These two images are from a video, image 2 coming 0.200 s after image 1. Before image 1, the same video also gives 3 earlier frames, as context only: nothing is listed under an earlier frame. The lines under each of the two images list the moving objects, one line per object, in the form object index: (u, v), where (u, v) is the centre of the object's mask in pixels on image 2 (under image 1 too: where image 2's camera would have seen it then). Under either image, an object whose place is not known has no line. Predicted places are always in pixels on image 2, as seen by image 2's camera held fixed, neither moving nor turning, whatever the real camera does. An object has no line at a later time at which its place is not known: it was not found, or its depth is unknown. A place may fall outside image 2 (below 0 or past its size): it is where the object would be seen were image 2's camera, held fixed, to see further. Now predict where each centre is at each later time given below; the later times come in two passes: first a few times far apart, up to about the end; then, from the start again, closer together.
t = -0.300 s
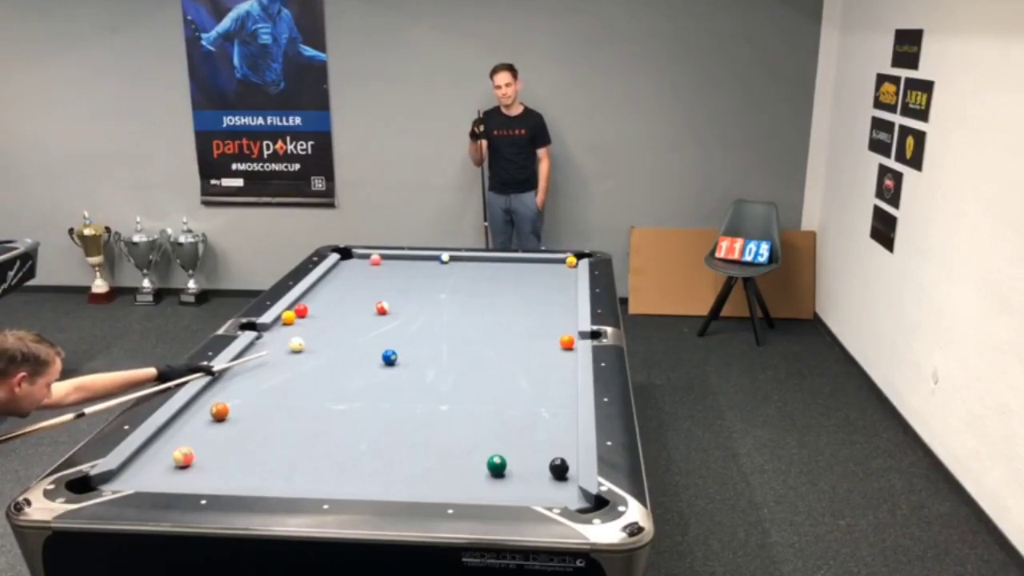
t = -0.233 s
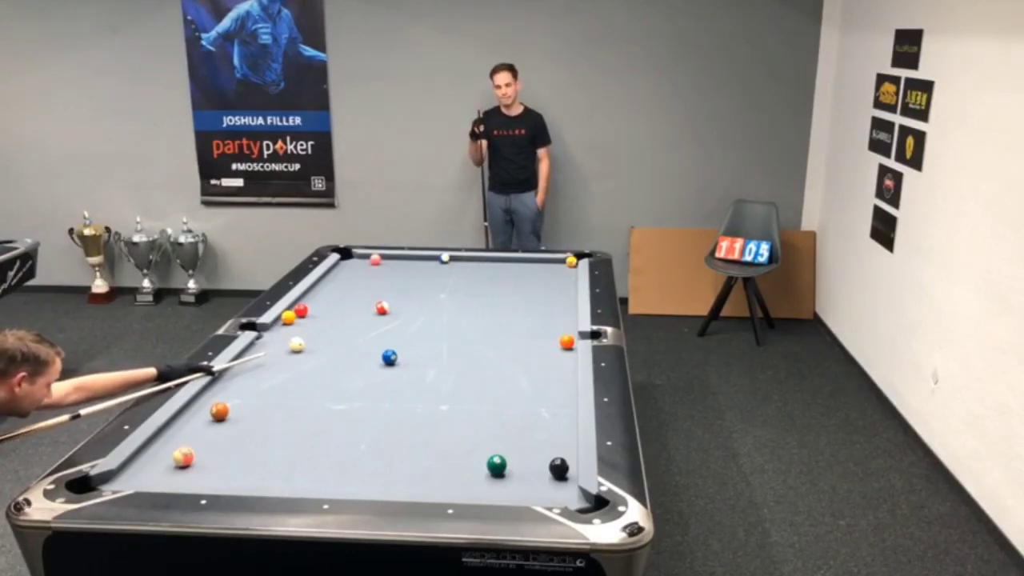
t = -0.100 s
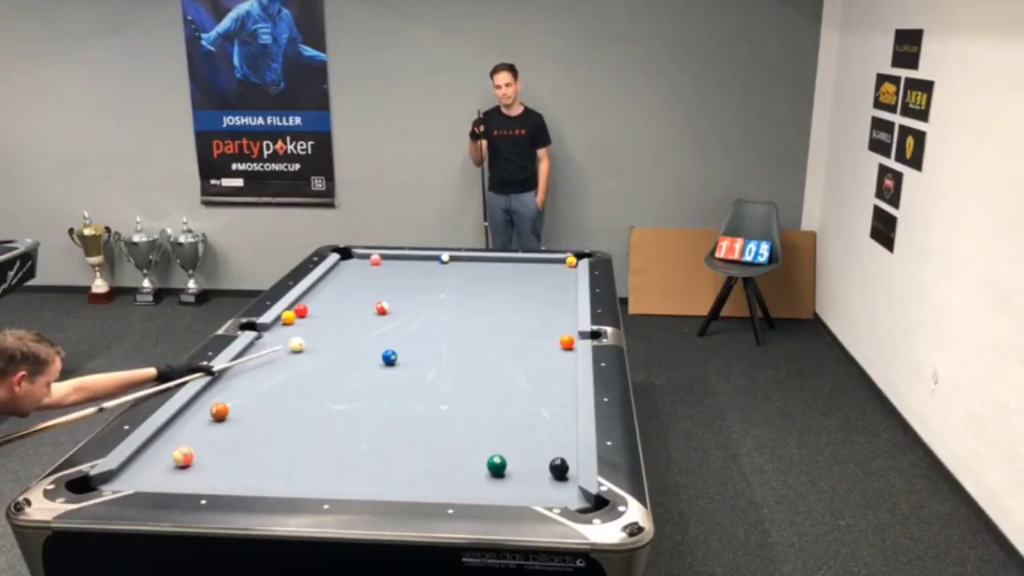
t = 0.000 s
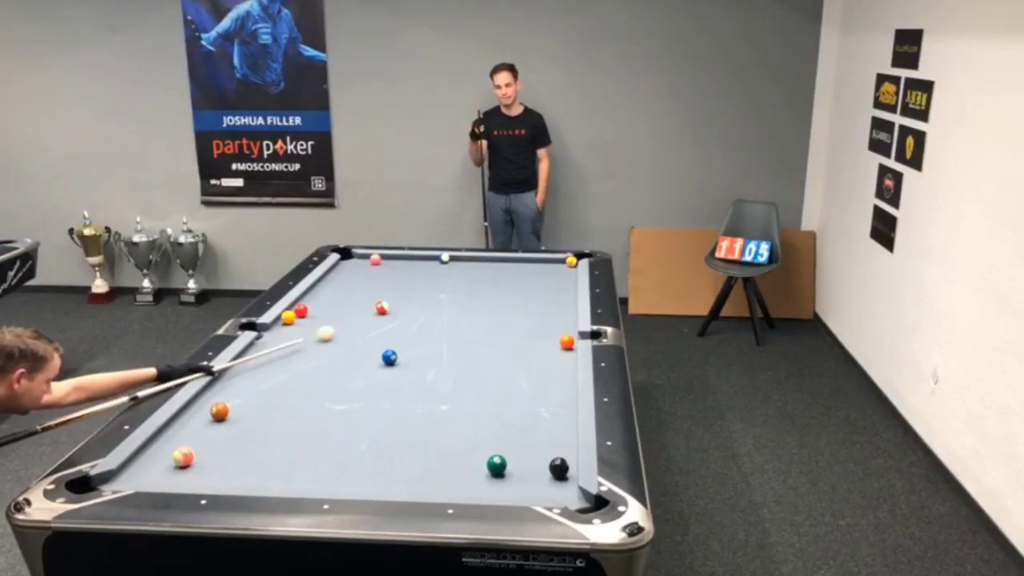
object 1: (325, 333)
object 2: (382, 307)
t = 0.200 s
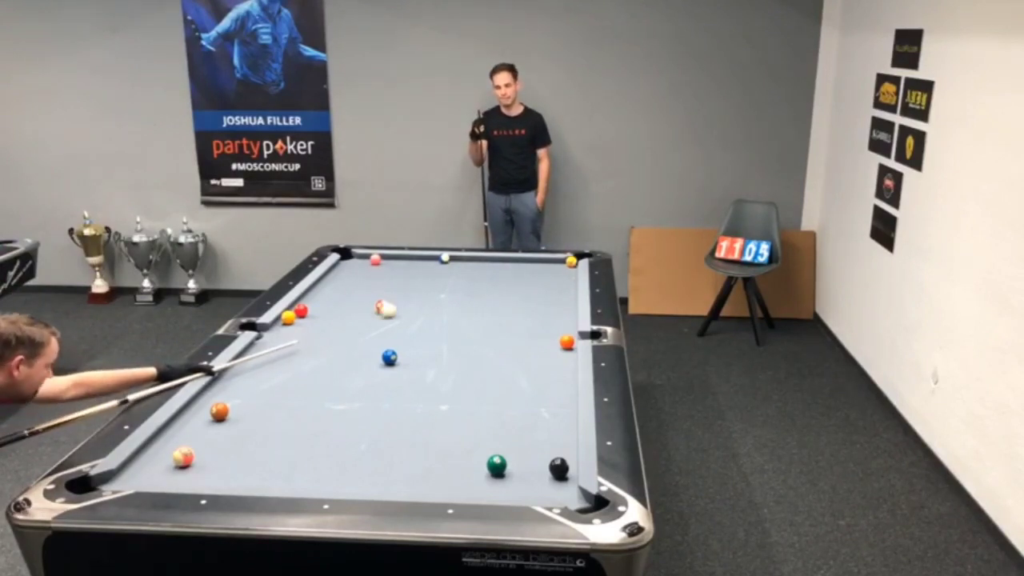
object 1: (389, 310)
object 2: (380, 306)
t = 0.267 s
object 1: (409, 308)
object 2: (380, 302)
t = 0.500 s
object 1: (476, 297)
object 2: (376, 291)
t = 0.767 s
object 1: (544, 286)
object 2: (372, 281)
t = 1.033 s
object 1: (550, 277)
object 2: (369, 271)
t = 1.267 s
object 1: (525, 271)
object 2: (365, 263)
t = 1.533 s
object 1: (498, 264)
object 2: (364, 256)
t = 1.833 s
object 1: (470, 260)
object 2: (352, 260)
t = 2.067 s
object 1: (449, 262)
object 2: (344, 264)
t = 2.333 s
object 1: (424, 265)
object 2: (336, 268)
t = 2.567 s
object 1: (403, 268)
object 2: (334, 271)
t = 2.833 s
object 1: (379, 271)
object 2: (334, 273)
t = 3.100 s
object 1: (355, 274)
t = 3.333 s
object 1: (339, 275)
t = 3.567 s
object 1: (329, 275)
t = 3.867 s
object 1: (335, 277)
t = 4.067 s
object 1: (339, 278)
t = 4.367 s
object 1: (345, 279)
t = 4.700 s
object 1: (351, 280)
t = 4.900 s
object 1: (353, 281)
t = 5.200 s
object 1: (356, 281)
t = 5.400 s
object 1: (358, 282)
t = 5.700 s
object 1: (359, 282)
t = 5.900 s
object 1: (360, 282)
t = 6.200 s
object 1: (360, 283)
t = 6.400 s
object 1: (360, 282)
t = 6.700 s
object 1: (360, 282)
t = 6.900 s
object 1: (360, 282)
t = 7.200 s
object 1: (360, 282)
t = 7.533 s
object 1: (360, 282)
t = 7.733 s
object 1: (360, 282)
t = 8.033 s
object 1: (360, 282)
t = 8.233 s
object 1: (360, 282)
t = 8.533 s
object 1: (360, 282)
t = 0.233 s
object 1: (399, 309)
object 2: (381, 304)
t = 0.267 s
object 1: (409, 308)
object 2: (380, 302)
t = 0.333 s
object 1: (429, 305)
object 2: (378, 299)
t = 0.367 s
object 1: (438, 304)
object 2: (377, 297)
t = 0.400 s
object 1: (448, 302)
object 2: (377, 295)
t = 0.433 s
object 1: (457, 301)
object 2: (377, 294)
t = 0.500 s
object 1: (476, 297)
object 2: (376, 291)
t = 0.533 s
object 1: (484, 296)
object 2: (375, 290)
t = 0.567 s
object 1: (493, 295)
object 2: (374, 289)
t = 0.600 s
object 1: (502, 293)
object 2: (374, 287)
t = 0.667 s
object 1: (519, 290)
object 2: (373, 285)
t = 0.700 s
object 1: (527, 289)
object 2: (373, 283)
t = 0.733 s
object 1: (535, 288)
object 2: (372, 282)
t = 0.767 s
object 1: (544, 286)
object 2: (372, 281)
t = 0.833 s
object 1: (560, 283)
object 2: (371, 278)
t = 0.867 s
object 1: (568, 282)
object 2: (370, 277)
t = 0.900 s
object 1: (570, 281)
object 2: (370, 275)
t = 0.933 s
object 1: (565, 280)
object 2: (369, 275)
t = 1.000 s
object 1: (555, 278)
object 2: (369, 272)
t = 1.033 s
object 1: (550, 277)
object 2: (369, 271)
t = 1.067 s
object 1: (546, 276)
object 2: (368, 270)
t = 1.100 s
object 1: (542, 275)
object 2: (367, 269)
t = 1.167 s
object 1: (535, 273)
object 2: (366, 267)
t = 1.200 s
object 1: (531, 273)
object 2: (366, 266)
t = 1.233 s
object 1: (528, 271)
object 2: (365, 265)
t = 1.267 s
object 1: (525, 271)
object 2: (365, 263)
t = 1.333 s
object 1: (518, 269)
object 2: (365, 262)
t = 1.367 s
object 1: (514, 268)
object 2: (364, 260)
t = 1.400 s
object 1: (511, 267)
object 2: (364, 259)
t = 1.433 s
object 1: (508, 266)
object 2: (364, 259)
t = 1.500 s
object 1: (501, 264)
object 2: (364, 257)
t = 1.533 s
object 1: (498, 264)
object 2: (364, 256)
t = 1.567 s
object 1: (494, 263)
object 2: (363, 257)
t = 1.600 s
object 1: (491, 262)
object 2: (361, 257)
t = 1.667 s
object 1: (485, 260)
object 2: (358, 258)
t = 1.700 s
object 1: (482, 260)
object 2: (357, 259)
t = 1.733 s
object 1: (479, 259)
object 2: (356, 259)
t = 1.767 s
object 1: (476, 259)
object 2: (355, 259)
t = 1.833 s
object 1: (470, 260)
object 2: (352, 260)
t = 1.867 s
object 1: (467, 260)
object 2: (351, 261)
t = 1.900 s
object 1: (464, 260)
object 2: (350, 262)
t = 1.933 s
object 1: (460, 261)
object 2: (349, 262)
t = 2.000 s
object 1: (454, 262)
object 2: (346, 263)
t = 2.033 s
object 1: (452, 261)
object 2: (345, 264)
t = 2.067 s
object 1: (449, 262)
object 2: (344, 264)
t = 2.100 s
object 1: (446, 262)
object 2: (343, 265)
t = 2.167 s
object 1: (439, 264)
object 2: (340, 266)
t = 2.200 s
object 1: (436, 263)
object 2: (339, 266)
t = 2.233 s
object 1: (433, 264)
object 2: (339, 267)
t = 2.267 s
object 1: (430, 264)
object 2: (338, 267)
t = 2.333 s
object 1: (424, 265)
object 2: (336, 268)
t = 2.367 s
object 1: (421, 265)
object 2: (335, 269)
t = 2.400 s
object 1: (418, 266)
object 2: (335, 270)
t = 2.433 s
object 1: (415, 266)
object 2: (335, 270)
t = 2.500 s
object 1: (409, 267)
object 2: (334, 271)
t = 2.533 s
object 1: (406, 267)
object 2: (334, 271)
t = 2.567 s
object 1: (403, 268)
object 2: (334, 271)
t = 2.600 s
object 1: (400, 268)
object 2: (334, 271)
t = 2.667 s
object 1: (394, 269)
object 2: (334, 272)
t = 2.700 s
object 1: (391, 269)
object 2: (334, 272)
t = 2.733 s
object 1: (388, 269)
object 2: (334, 273)
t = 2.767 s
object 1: (385, 270)
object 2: (334, 273)
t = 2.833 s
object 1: (379, 271)
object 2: (334, 273)
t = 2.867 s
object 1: (376, 271)
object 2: (334, 273)
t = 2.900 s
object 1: (373, 271)
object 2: (334, 274)
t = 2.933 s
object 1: (370, 272)
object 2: (334, 275)
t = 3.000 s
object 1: (364, 272)
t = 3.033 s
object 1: (361, 273)
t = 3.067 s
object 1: (358, 273)
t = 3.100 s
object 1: (355, 274)
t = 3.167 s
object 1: (350, 274)
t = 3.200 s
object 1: (346, 275)
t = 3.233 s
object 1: (344, 275)
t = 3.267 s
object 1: (342, 275)
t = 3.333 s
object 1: (339, 275)
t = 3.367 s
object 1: (336, 275)
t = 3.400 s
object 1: (334, 275)
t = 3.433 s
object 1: (333, 275)
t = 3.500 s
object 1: (330, 275)
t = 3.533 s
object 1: (329, 275)
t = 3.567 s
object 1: (329, 275)
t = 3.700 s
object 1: (331, 277)
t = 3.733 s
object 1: (332, 277)
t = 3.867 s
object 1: (335, 277)
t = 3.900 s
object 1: (336, 277)
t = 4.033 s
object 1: (339, 278)
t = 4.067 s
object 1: (339, 278)
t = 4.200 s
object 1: (342, 279)
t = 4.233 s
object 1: (343, 279)
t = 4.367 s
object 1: (345, 279)
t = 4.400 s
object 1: (346, 279)
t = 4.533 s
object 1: (348, 280)
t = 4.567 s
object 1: (349, 280)
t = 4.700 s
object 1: (351, 280)
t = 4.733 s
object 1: (351, 281)
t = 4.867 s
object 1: (353, 281)
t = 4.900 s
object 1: (353, 281)
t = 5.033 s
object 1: (355, 281)
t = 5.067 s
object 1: (355, 281)
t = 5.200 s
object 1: (356, 281)
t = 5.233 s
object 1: (357, 282)
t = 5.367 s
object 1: (357, 282)
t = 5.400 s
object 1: (358, 282)
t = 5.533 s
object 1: (359, 282)
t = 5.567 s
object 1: (359, 282)
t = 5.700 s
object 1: (359, 282)
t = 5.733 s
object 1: (359, 282)
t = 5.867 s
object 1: (360, 282)
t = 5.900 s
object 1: (360, 282)
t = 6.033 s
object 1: (360, 282)
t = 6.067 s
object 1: (360, 282)
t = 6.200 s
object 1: (360, 283)
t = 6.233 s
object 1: (360, 282)
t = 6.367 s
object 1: (360, 282)
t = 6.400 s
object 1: (360, 282)
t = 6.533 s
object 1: (360, 282)
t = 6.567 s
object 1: (360, 282)
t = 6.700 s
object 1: (360, 282)
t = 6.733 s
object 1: (360, 282)
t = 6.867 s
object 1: (360, 282)
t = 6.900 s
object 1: (360, 282)
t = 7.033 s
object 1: (360, 282)
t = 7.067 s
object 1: (360, 282)
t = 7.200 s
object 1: (360, 282)
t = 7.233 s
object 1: (360, 282)
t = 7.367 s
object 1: (360, 282)
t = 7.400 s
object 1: (360, 282)
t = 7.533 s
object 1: (360, 282)
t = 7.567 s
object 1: (360, 282)
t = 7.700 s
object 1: (360, 282)
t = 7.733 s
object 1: (360, 282)
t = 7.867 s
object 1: (360, 282)
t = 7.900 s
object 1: (360, 282)
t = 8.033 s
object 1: (360, 282)
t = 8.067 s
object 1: (360, 282)
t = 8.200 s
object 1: (360, 282)
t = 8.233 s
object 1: (360, 282)
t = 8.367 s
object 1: (360, 282)
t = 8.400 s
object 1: (360, 282)
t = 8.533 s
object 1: (360, 282)
